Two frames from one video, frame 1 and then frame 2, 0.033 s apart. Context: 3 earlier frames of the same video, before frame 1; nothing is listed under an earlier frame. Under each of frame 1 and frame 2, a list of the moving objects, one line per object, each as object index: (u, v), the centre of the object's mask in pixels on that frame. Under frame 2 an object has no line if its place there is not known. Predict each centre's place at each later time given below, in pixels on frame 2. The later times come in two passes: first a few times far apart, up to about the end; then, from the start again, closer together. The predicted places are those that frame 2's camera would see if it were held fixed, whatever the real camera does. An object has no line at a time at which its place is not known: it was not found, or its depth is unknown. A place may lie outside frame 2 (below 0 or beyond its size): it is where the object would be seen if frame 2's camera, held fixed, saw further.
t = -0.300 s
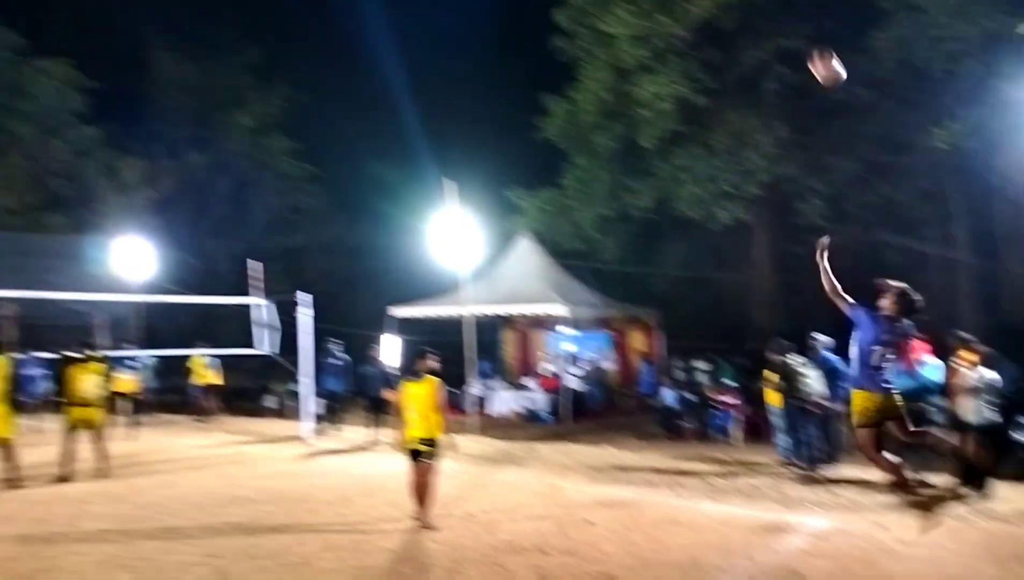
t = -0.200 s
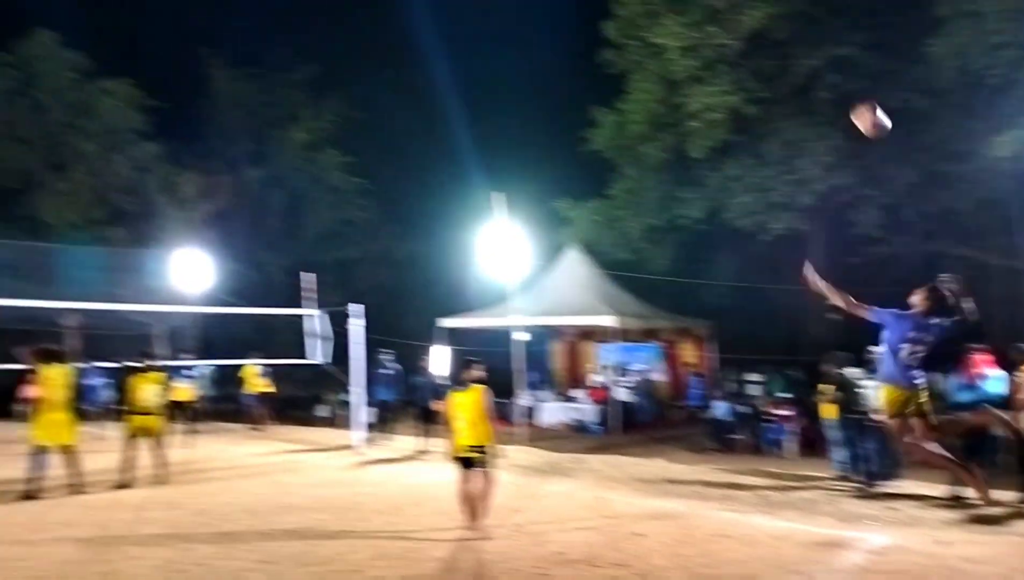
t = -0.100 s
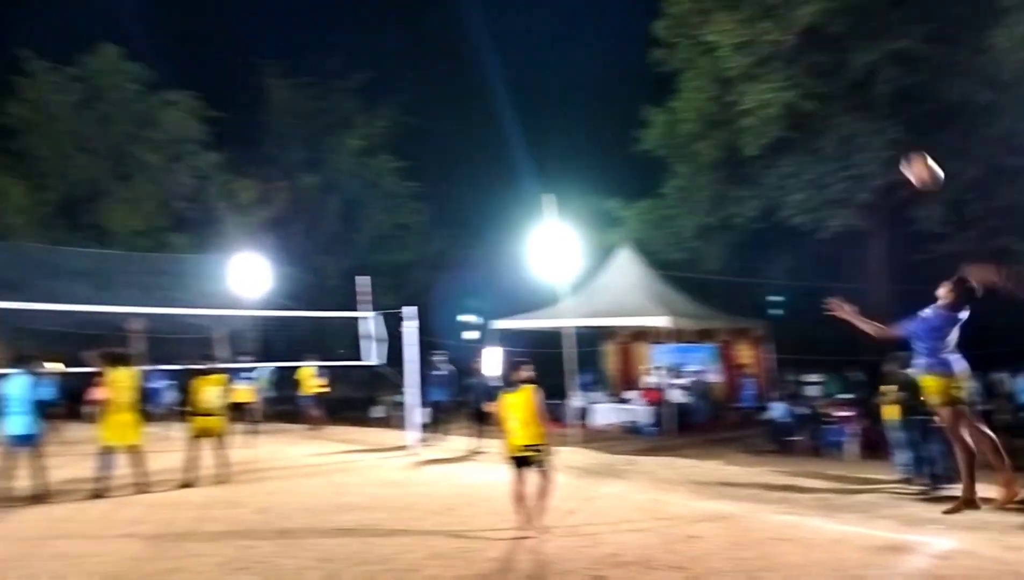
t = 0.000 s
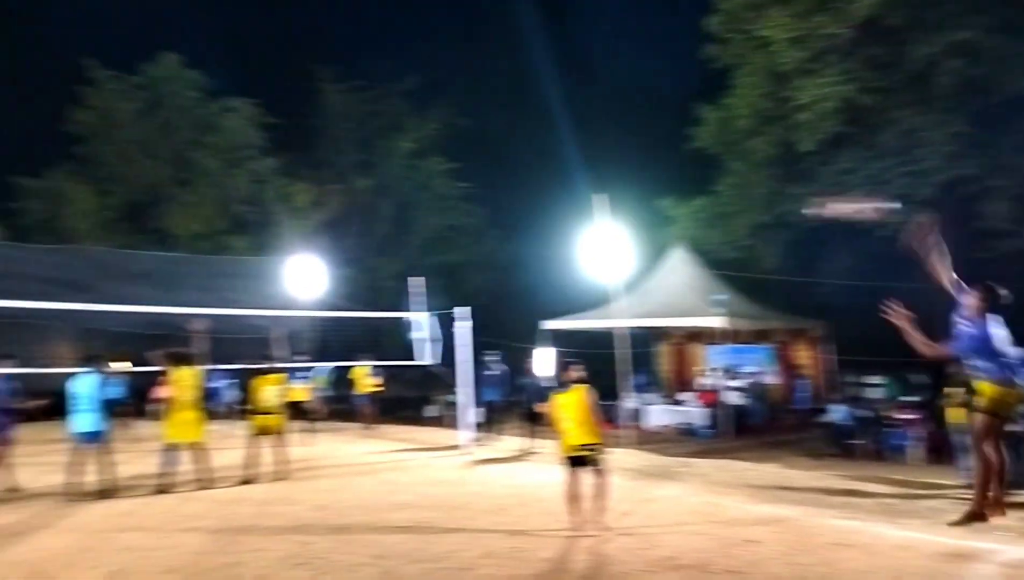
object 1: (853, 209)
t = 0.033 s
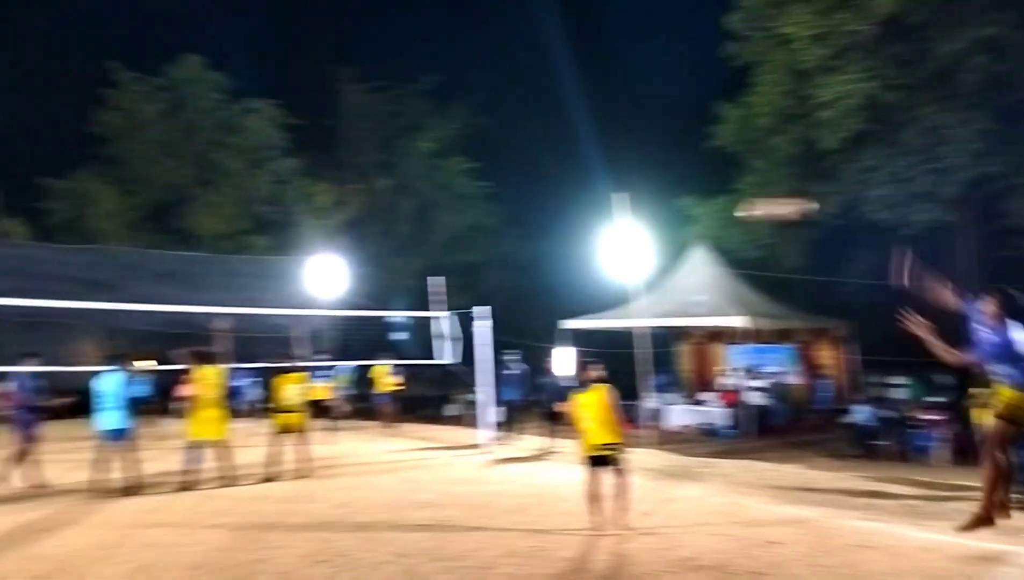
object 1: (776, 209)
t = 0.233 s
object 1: (390, 246)
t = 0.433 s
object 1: (185, 309)
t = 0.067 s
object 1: (692, 211)
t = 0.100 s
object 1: (610, 215)
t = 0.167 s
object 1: (490, 230)
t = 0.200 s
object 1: (437, 237)
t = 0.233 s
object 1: (390, 246)
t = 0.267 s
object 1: (350, 253)
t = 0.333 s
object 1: (272, 276)
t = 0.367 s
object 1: (241, 287)
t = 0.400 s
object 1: (212, 297)
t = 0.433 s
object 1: (185, 309)
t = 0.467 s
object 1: (160, 322)
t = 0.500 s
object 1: (137, 334)
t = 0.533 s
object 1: (115, 346)
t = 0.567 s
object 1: (96, 357)
